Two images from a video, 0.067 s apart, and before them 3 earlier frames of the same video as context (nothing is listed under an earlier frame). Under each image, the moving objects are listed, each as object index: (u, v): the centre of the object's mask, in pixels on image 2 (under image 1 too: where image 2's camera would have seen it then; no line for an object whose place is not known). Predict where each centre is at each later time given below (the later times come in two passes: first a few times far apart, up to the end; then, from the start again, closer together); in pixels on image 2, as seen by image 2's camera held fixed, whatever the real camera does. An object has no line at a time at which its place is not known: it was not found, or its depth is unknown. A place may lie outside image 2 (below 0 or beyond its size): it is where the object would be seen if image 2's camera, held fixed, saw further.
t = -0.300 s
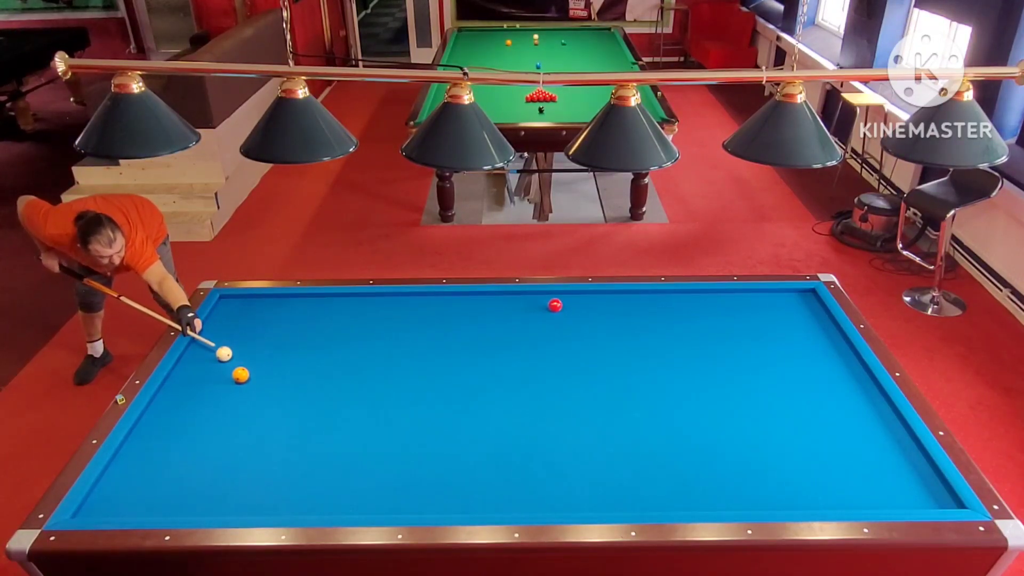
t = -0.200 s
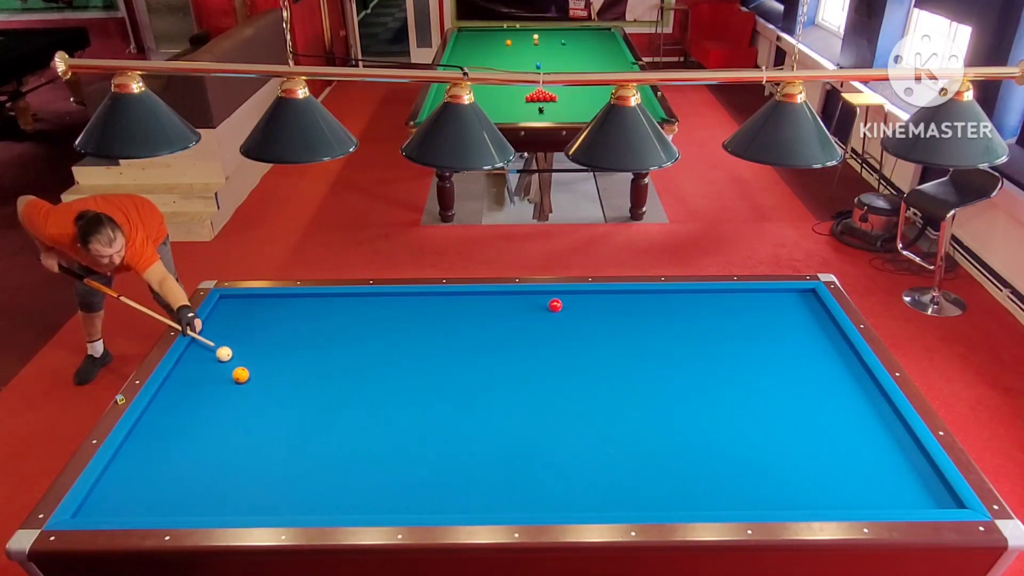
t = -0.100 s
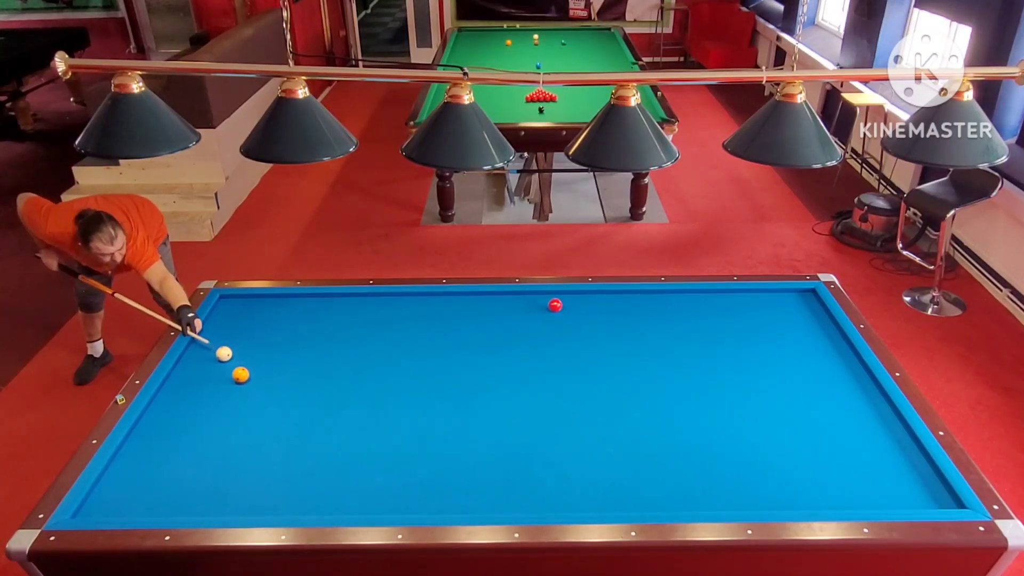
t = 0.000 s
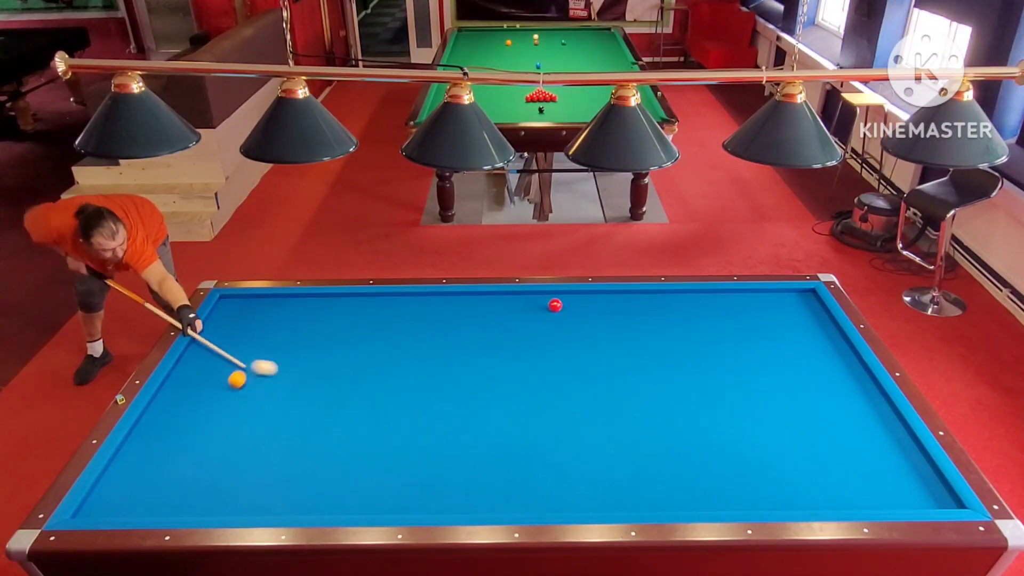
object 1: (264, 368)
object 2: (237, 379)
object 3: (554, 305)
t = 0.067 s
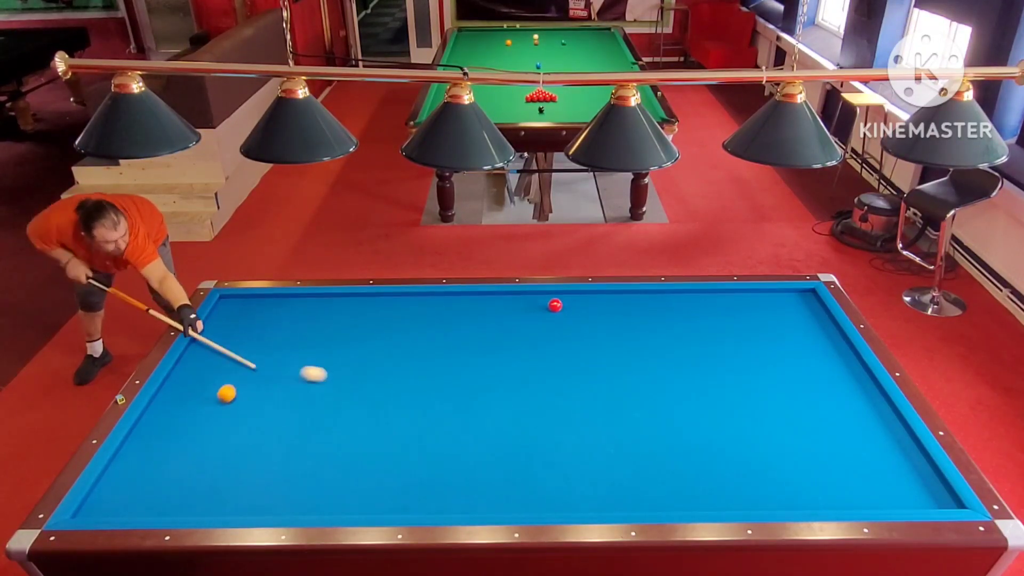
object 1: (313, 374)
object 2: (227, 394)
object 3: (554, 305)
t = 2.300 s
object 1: (298, 446)
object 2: (222, 354)
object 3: (554, 305)
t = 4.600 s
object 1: (478, 326)
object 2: (223, 333)
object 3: (554, 305)
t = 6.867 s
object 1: (571, 307)
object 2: (182, 383)
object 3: (685, 296)
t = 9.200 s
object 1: (583, 316)
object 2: (164, 403)
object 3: (805, 306)
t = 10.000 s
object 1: (583, 316)
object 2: (164, 403)
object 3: (813, 309)
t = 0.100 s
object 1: (338, 377)
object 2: (222, 400)
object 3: (554, 305)
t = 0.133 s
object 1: (362, 381)
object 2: (217, 407)
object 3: (554, 305)
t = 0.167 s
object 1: (386, 385)
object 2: (212, 414)
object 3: (554, 305)
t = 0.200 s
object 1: (409, 389)
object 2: (207, 420)
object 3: (554, 305)
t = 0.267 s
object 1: (458, 397)
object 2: (198, 432)
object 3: (554, 305)
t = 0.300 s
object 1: (482, 402)
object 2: (193, 439)
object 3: (554, 305)
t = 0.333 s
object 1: (507, 406)
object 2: (189, 445)
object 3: (554, 305)
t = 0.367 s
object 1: (533, 411)
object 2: (184, 452)
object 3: (554, 305)
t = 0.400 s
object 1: (559, 415)
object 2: (179, 458)
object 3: (554, 305)
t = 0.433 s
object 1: (585, 420)
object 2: (174, 465)
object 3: (554, 305)
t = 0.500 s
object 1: (639, 429)
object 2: (163, 479)
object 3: (554, 305)
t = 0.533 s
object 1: (666, 434)
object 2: (158, 486)
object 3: (554, 305)
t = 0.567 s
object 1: (694, 439)
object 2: (153, 494)
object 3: (554, 305)
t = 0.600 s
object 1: (723, 444)
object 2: (147, 501)
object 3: (554, 305)
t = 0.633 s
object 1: (752, 449)
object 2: (142, 508)
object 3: (554, 305)
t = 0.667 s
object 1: (781, 454)
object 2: (140, 509)
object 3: (554, 305)
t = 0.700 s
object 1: (811, 460)
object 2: (143, 505)
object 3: (554, 305)
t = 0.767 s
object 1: (873, 471)
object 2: (149, 494)
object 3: (554, 305)
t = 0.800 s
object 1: (905, 477)
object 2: (151, 489)
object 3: (554, 305)
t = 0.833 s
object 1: (936, 482)
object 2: (153, 485)
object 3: (554, 305)
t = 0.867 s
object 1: (926, 486)
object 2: (155, 481)
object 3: (554, 305)
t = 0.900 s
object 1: (904, 490)
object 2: (157, 477)
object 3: (554, 305)
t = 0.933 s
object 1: (883, 494)
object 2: (160, 473)
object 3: (554, 305)
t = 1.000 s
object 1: (841, 501)
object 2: (163, 466)
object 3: (554, 305)
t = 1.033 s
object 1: (822, 503)
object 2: (165, 462)
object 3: (554, 305)
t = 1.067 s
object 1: (801, 501)
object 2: (167, 459)
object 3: (554, 305)
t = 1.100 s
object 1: (782, 499)
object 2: (169, 455)
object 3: (554, 305)
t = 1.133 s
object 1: (763, 497)
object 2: (171, 452)
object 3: (554, 305)
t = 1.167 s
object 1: (746, 494)
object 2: (173, 448)
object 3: (554, 305)
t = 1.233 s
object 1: (713, 490)
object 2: (177, 441)
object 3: (554, 305)
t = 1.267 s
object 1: (698, 489)
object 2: (178, 438)
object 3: (554, 305)
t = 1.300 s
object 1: (684, 487)
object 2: (180, 435)
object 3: (554, 305)
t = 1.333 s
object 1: (670, 485)
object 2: (182, 432)
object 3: (554, 305)
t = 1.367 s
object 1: (656, 484)
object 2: (183, 428)
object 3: (554, 305)
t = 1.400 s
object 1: (642, 482)
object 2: (185, 425)
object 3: (554, 305)
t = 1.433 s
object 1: (628, 481)
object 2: (187, 422)
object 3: (554, 305)
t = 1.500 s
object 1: (601, 478)
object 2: (190, 416)
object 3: (554, 305)
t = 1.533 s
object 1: (587, 477)
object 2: (191, 413)
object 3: (554, 305)
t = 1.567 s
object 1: (574, 476)
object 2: (193, 410)
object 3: (554, 305)
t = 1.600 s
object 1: (560, 474)
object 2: (194, 407)
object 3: (554, 305)
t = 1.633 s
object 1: (547, 473)
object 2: (196, 404)
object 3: (554, 305)
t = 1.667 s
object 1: (534, 472)
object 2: (197, 401)
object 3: (554, 305)
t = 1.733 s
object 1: (508, 469)
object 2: (200, 396)
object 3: (554, 305)
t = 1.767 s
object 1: (495, 467)
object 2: (202, 393)
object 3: (554, 305)
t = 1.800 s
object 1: (482, 466)
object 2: (203, 391)
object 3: (554, 305)
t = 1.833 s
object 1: (469, 465)
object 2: (204, 388)
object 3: (554, 305)
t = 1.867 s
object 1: (456, 463)
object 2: (206, 385)
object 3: (554, 305)
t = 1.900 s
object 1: (444, 462)
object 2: (207, 383)
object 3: (554, 305)
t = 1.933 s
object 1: (431, 461)
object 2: (208, 380)
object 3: (554, 305)
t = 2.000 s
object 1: (406, 458)
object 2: (211, 375)
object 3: (554, 305)
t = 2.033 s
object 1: (394, 457)
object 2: (212, 373)
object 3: (554, 305)
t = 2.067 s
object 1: (382, 455)
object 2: (213, 370)
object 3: (554, 305)
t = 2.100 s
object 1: (370, 454)
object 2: (215, 368)
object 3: (554, 305)
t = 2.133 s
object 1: (357, 453)
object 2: (216, 365)
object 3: (554, 305)
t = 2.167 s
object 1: (345, 451)
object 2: (217, 363)
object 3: (554, 305)
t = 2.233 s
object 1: (322, 449)
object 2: (220, 359)
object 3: (554, 305)
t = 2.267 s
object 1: (310, 448)
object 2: (221, 356)
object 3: (554, 305)
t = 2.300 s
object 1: (298, 446)
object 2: (222, 354)
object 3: (554, 305)
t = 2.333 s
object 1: (287, 445)
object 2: (223, 352)
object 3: (554, 305)
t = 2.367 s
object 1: (275, 444)
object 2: (224, 350)
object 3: (554, 305)
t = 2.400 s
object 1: (263, 443)
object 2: (225, 347)
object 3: (554, 305)
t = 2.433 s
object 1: (252, 442)
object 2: (226, 345)
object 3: (554, 305)
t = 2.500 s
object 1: (230, 439)
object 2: (228, 341)
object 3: (554, 305)
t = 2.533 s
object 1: (218, 438)
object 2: (229, 339)
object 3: (554, 305)
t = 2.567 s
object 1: (207, 437)
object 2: (230, 337)
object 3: (554, 305)
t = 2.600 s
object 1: (196, 436)
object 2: (231, 335)
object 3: (554, 305)
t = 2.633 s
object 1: (185, 434)
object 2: (232, 333)
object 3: (554, 305)
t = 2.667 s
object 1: (174, 434)
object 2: (233, 331)
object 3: (554, 305)
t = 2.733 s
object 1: (152, 431)
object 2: (235, 327)
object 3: (554, 305)
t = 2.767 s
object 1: (142, 430)
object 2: (236, 325)
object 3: (554, 305)
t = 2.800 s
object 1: (141, 428)
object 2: (237, 323)
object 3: (554, 305)
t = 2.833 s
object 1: (152, 426)
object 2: (238, 322)
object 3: (554, 305)
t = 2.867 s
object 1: (162, 423)
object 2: (239, 320)
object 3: (554, 305)
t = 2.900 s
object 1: (172, 420)
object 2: (240, 318)
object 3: (554, 305)
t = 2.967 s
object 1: (189, 416)
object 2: (242, 314)
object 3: (554, 305)
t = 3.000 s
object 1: (197, 413)
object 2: (242, 313)
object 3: (554, 305)
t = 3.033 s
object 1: (204, 411)
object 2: (243, 311)
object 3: (554, 305)
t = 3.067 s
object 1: (211, 409)
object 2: (244, 309)
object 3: (554, 305)
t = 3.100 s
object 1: (218, 407)
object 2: (245, 307)
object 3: (554, 305)
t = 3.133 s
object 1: (225, 404)
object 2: (246, 306)
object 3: (554, 305)
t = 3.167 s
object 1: (232, 402)
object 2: (246, 304)
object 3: (554, 305)
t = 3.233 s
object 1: (246, 398)
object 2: (248, 301)
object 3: (554, 305)
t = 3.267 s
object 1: (253, 396)
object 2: (249, 299)
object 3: (554, 305)
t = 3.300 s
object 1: (260, 394)
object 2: (250, 298)
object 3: (554, 305)
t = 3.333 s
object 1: (266, 392)
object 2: (249, 299)
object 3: (554, 305)
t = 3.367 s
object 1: (273, 389)
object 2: (248, 300)
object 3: (554, 305)
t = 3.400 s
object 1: (279, 388)
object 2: (248, 301)
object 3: (554, 305)
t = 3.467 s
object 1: (292, 384)
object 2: (246, 302)
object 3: (554, 305)
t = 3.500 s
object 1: (298, 382)
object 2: (246, 303)
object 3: (554, 305)
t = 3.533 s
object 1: (305, 380)
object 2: (245, 304)
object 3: (554, 305)
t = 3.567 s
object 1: (311, 378)
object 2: (244, 305)
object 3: (554, 305)
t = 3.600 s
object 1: (317, 376)
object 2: (244, 306)
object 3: (554, 305)
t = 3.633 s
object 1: (323, 374)
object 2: (243, 307)
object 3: (554, 305)
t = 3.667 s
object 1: (329, 372)
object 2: (242, 308)
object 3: (554, 305)
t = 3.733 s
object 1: (341, 368)
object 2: (241, 310)
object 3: (554, 305)
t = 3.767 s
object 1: (347, 367)
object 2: (240, 311)
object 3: (554, 305)
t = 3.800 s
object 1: (353, 365)
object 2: (240, 311)
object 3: (554, 305)
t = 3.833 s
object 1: (358, 363)
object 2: (239, 313)
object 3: (554, 305)
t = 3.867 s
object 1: (364, 361)
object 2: (238, 313)
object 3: (554, 305)
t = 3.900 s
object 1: (370, 359)
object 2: (238, 314)
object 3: (554, 305)
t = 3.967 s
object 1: (381, 356)
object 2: (236, 316)
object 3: (554, 305)
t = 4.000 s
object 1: (387, 354)
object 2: (236, 317)
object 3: (554, 305)
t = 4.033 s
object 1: (392, 352)
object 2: (235, 318)
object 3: (554, 305)
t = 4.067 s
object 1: (397, 351)
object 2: (234, 319)
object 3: (554, 305)
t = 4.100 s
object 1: (403, 349)
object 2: (234, 320)
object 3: (554, 305)
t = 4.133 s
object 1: (408, 347)
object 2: (233, 321)
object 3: (554, 305)
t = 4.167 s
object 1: (413, 346)
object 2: (232, 322)
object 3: (554, 305)
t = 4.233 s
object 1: (424, 343)
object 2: (231, 323)
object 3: (554, 305)
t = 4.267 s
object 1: (429, 341)
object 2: (230, 324)
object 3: (554, 305)
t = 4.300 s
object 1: (434, 339)
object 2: (229, 325)
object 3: (554, 305)
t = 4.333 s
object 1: (439, 338)
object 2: (229, 326)
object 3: (554, 305)
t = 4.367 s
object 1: (444, 336)
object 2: (228, 327)
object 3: (554, 305)
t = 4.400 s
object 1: (449, 335)
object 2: (228, 328)
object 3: (554, 305)
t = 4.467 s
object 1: (459, 332)
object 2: (226, 330)
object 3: (554, 305)
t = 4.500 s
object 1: (464, 330)
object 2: (225, 330)
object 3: (554, 305)
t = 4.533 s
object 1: (469, 329)
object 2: (225, 331)
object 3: (554, 305)
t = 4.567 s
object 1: (474, 327)
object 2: (224, 332)
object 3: (554, 305)
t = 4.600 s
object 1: (478, 326)
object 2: (223, 333)
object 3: (554, 305)
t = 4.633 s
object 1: (483, 324)
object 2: (223, 334)
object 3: (554, 305)
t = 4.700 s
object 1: (492, 321)
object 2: (221, 336)
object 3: (554, 305)
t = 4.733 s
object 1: (497, 320)
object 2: (221, 336)
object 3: (554, 305)
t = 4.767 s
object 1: (501, 318)
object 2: (220, 337)
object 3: (554, 305)
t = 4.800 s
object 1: (506, 317)
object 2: (219, 338)
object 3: (554, 305)
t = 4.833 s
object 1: (510, 316)
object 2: (219, 339)
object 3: (554, 305)
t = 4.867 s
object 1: (515, 314)
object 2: (218, 340)
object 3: (554, 305)
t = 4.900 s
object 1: (519, 313)
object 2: (217, 341)
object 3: (554, 305)
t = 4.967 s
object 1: (528, 310)
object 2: (216, 342)
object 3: (554, 305)
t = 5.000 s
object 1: (532, 309)
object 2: (215, 343)
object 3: (554, 305)
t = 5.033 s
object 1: (536, 307)
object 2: (215, 344)
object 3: (555, 305)
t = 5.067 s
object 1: (540, 306)
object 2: (214, 345)
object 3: (555, 305)
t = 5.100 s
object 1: (542, 305)
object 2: (213, 346)
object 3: (557, 304)
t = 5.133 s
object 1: (542, 305)
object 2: (213, 346)
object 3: (561, 304)
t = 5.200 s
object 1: (543, 303)
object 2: (212, 348)
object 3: (567, 303)
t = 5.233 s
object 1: (544, 302)
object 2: (211, 349)
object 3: (570, 303)
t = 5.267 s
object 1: (545, 301)
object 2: (210, 350)
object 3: (573, 303)
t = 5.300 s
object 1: (546, 300)
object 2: (210, 350)
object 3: (575, 302)
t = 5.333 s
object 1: (546, 300)
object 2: (209, 351)
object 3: (578, 302)
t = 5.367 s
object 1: (547, 299)
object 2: (208, 352)
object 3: (581, 302)
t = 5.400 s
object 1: (548, 298)
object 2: (208, 353)
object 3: (583, 301)
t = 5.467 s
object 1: (549, 297)
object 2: (206, 354)
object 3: (589, 300)
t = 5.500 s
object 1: (549, 296)
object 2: (206, 355)
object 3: (591, 300)
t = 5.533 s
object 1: (550, 295)
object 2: (205, 356)
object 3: (594, 300)
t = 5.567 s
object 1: (551, 294)
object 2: (205, 357)
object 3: (596, 299)
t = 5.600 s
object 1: (551, 294)
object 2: (204, 357)
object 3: (599, 299)
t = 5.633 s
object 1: (552, 294)
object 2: (203, 358)
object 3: (601, 299)
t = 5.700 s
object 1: (553, 295)
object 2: (202, 360)
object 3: (606, 298)
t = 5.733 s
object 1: (554, 295)
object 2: (201, 361)
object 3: (609, 298)
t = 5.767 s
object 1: (554, 296)
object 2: (201, 361)
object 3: (611, 297)
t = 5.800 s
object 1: (555, 296)
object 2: (200, 362)
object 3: (614, 297)
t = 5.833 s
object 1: (556, 297)
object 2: (199, 363)
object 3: (616, 297)
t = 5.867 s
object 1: (556, 297)
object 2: (199, 363)
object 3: (619, 297)
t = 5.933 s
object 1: (557, 298)
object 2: (198, 365)
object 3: (623, 296)
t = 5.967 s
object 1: (558, 298)
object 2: (197, 366)
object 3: (626, 296)
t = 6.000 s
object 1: (559, 298)
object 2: (196, 366)
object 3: (628, 295)
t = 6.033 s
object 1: (559, 299)
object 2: (196, 367)
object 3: (631, 295)
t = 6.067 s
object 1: (560, 299)
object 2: (195, 368)
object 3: (633, 295)
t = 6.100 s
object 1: (560, 300)
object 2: (195, 368)
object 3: (635, 294)
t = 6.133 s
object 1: (561, 300)
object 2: (194, 369)
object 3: (638, 294)
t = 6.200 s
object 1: (562, 301)
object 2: (193, 370)
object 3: (643, 293)
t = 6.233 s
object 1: (562, 301)
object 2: (193, 371)
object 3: (645, 293)
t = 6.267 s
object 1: (563, 301)
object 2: (192, 372)
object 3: (647, 293)
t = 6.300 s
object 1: (563, 302)
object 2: (191, 373)
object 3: (649, 294)
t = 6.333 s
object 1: (564, 302)
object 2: (191, 373)
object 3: (651, 294)
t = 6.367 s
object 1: (564, 302)
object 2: (190, 374)
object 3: (653, 294)
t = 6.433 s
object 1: (565, 303)
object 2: (189, 375)
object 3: (658, 294)
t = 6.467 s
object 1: (566, 303)
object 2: (189, 376)
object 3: (660, 294)
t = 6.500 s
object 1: (566, 304)
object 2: (188, 376)
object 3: (662, 295)
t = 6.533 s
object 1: (567, 304)
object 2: (188, 377)
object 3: (664, 295)
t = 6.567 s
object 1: (567, 304)
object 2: (187, 378)
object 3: (666, 295)
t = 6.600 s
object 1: (568, 305)
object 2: (187, 378)
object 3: (668, 295)
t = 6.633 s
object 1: (568, 305)
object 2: (186, 379)
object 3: (671, 295)
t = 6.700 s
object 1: (569, 305)
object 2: (185, 380)
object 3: (675, 295)
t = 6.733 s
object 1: (569, 306)
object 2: (185, 381)
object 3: (677, 296)
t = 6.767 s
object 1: (570, 306)
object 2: (184, 381)
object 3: (679, 296)
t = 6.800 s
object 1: (570, 306)
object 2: (184, 382)
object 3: (681, 296)
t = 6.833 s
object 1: (570, 307)
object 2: (183, 382)
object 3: (683, 296)
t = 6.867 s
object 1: (571, 307)
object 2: (182, 383)
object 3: (685, 296)
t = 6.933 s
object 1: (572, 307)
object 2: (182, 384)
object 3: (689, 297)
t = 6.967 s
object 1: (572, 308)
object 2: (181, 385)
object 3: (691, 297)
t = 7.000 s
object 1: (572, 308)
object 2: (181, 385)
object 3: (693, 297)
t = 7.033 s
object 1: (573, 308)
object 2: (180, 386)
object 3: (695, 297)
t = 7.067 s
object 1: (573, 308)
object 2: (180, 386)
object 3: (697, 297)
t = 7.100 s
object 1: (573, 309)
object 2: (179, 387)
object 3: (699, 297)
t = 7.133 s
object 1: (574, 309)
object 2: (179, 387)
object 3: (701, 297)
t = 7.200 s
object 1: (574, 309)
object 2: (178, 388)
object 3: (705, 298)
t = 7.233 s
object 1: (575, 310)
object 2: (178, 389)
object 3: (707, 298)
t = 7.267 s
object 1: (575, 310)
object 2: (177, 389)
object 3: (709, 298)
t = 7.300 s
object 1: (575, 310)
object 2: (177, 389)
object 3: (711, 298)
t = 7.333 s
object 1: (576, 310)
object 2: (177, 390)
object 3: (713, 298)
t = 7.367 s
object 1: (576, 311)
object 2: (176, 390)
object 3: (715, 299)
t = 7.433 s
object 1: (576, 311)
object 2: (175, 391)
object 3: (718, 299)
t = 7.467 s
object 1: (577, 311)
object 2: (175, 392)
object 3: (720, 299)
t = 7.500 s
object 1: (577, 311)
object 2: (175, 392)
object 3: (722, 299)
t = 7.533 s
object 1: (577, 312)
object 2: (174, 392)
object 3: (724, 299)
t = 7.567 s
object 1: (577, 312)
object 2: (174, 393)
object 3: (726, 299)
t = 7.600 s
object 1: (578, 312)
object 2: (174, 393)
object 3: (728, 300)
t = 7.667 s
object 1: (578, 312)
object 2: (173, 394)
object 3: (731, 300)
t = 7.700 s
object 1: (578, 313)
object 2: (172, 394)
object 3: (733, 300)
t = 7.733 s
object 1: (579, 313)
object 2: (172, 395)
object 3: (735, 300)
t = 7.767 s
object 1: (579, 313)
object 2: (172, 395)
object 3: (737, 300)
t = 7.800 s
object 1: (579, 313)
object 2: (172, 395)
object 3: (739, 300)
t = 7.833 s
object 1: (579, 313)
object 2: (171, 396)
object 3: (740, 301)
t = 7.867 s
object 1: (580, 313)
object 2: (171, 396)
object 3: (742, 301)
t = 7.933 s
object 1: (580, 314)
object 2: (170, 397)
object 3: (745, 301)
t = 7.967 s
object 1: (580, 314)
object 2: (170, 397)
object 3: (747, 301)
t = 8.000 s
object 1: (580, 314)
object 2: (170, 397)
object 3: (749, 301)
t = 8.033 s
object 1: (580, 314)
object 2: (170, 398)
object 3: (751, 301)
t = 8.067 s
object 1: (581, 314)
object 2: (169, 398)
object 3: (752, 301)
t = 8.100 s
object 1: (581, 314)
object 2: (169, 398)
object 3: (754, 301)
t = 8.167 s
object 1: (581, 314)
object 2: (169, 399)
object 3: (758, 302)
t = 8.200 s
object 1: (581, 315)
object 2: (168, 399)
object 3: (759, 302)
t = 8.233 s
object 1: (582, 315)
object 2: (168, 399)
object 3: (761, 302)
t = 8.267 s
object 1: (582, 315)
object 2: (168, 399)
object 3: (762, 302)
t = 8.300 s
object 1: (582, 315)
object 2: (168, 400)
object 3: (764, 303)
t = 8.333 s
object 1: (582, 315)
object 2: (168, 400)
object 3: (766, 303)
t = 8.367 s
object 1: (582, 315)
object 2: (167, 400)
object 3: (767, 303)
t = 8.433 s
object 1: (582, 315)
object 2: (167, 401)
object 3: (771, 303)
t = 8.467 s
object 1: (583, 315)
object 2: (167, 401)
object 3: (772, 303)
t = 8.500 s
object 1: (583, 315)
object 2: (167, 401)
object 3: (774, 303)
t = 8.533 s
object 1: (583, 315)
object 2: (167, 401)
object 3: (775, 304)
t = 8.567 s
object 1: (583, 315)
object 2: (166, 401)
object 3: (777, 304)
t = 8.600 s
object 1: (583, 315)
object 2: (166, 401)
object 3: (778, 304)
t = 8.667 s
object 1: (583, 316)
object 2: (166, 402)
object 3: (782, 304)
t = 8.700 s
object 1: (583, 316)
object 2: (166, 402)
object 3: (783, 304)
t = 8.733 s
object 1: (583, 316)
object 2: (166, 402)
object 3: (785, 304)
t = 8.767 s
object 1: (583, 316)
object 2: (166, 402)
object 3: (786, 304)
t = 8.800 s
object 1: (583, 316)
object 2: (166, 402)
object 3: (788, 305)
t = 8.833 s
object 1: (583, 316)
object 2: (165, 402)
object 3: (789, 305)
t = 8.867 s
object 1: (583, 316)
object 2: (165, 402)
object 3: (791, 305)
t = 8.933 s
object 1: (583, 316)
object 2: (165, 402)
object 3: (794, 305)
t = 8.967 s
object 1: (583, 316)
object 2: (165, 402)
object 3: (795, 305)
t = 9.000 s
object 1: (583, 316)
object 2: (165, 402)
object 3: (797, 305)
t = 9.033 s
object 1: (583, 316)
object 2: (165, 402)
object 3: (798, 305)
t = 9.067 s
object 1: (583, 316)
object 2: (165, 402)
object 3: (799, 306)
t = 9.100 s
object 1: (583, 316)
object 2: (165, 402)
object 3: (801, 306)
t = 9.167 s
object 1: (583, 316)
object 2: (165, 403)
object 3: (804, 306)
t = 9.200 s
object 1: (583, 316)
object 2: (164, 403)
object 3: (805, 306)
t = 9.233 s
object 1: (583, 316)
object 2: (164, 402)
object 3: (806, 306)
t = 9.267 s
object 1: (583, 316)
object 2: (164, 402)
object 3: (808, 306)
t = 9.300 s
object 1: (583, 316)
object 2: (164, 402)
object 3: (809, 306)
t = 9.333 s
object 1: (583, 316)
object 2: (164, 402)
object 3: (811, 307)
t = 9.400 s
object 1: (583, 316)
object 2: (164, 402)
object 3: (813, 307)
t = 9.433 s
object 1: (583, 316)
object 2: (164, 402)
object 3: (815, 307)
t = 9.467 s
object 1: (583, 316)
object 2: (164, 402)
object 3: (816, 307)
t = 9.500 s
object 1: (583, 316)
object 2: (164, 402)
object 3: (817, 307)
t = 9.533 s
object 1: (583, 316)
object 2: (164, 402)
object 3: (818, 307)
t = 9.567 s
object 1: (583, 316)
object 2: (164, 402)
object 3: (820, 307)
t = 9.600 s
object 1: (583, 316)
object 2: (164, 403)
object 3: (820, 308)
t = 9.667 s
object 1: (583, 316)
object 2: (164, 402)
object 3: (819, 308)
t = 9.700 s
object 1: (583, 316)
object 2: (164, 402)
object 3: (818, 308)
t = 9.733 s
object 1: (583, 316)
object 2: (164, 403)
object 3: (818, 308)
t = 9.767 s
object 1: (583, 316)
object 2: (164, 403)
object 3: (817, 308)
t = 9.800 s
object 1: (583, 316)
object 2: (164, 403)
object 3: (816, 308)
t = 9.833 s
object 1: (583, 316)
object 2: (164, 403)
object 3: (816, 308)
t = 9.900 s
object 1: (583, 316)
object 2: (164, 403)
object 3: (815, 308)
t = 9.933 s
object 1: (583, 316)
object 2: (164, 403)
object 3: (814, 309)
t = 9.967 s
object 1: (583, 316)
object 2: (164, 403)
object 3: (814, 309)
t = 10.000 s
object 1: (583, 316)
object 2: (164, 403)
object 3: (813, 309)
